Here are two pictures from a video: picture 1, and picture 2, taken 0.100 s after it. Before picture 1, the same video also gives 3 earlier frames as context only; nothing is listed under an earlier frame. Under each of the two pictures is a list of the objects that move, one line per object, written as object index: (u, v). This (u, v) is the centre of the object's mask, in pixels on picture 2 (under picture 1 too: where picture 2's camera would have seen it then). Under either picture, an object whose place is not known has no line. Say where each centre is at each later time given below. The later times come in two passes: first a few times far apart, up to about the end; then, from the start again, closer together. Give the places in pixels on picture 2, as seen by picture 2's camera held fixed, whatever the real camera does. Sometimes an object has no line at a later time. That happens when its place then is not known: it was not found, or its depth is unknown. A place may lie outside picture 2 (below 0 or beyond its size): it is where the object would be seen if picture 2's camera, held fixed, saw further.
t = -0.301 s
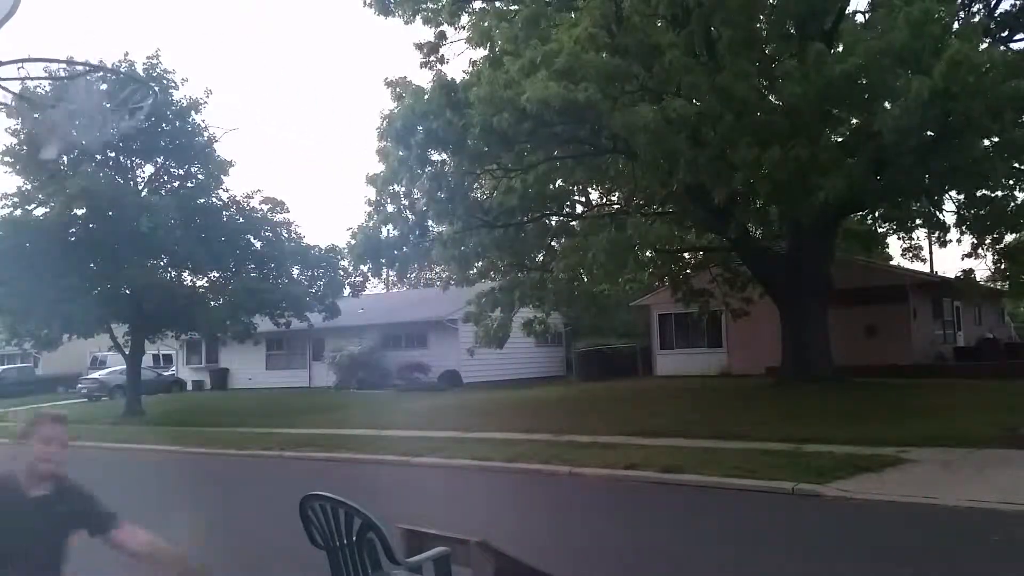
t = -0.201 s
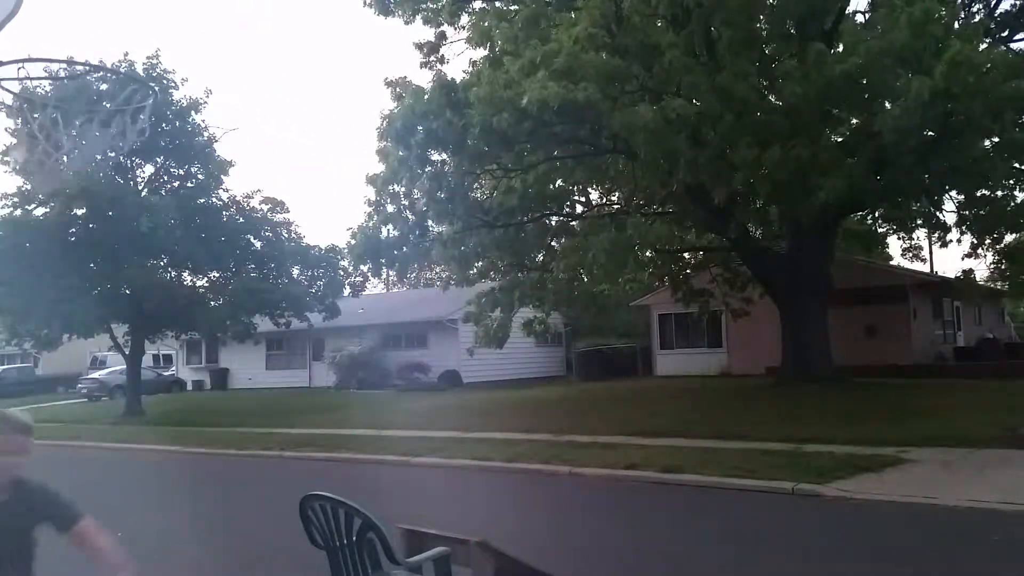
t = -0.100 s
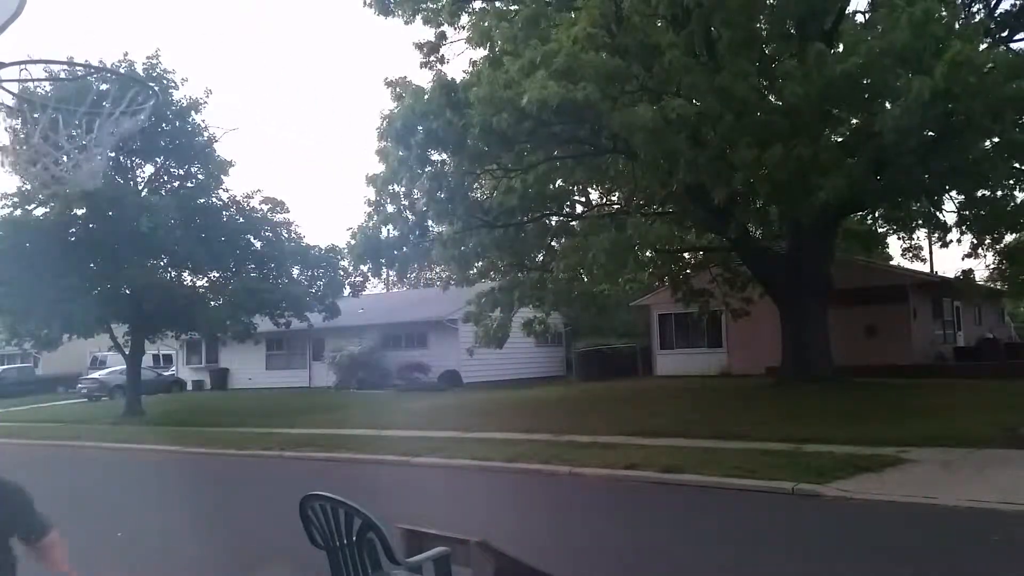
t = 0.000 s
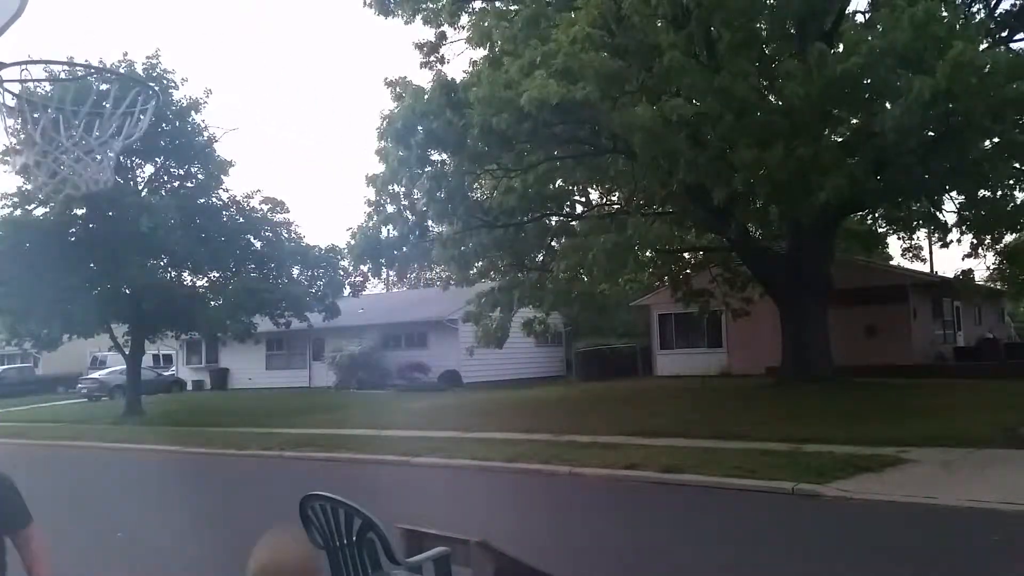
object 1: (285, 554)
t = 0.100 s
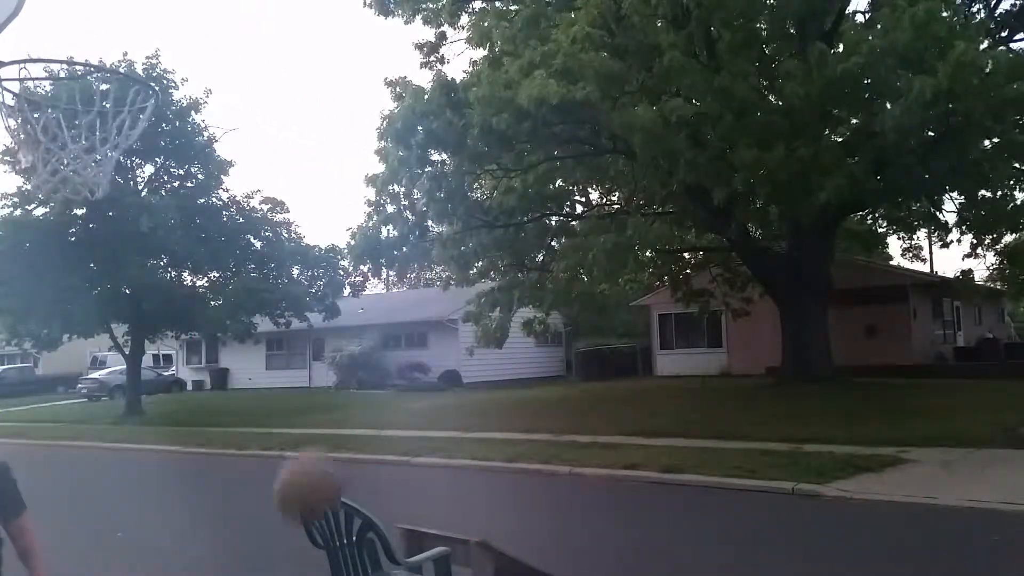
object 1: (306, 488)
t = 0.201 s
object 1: (335, 430)
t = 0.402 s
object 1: (381, 403)
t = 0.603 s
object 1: (423, 475)
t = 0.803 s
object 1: (483, 479)
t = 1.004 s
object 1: (559, 467)
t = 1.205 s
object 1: (635, 548)
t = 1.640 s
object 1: (772, 539)
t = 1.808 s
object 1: (818, 552)
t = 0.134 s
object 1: (319, 464)
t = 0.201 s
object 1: (335, 430)
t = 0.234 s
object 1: (343, 419)
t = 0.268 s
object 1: (350, 410)
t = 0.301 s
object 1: (359, 404)
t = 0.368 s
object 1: (374, 401)
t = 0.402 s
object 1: (381, 403)
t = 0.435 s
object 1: (388, 408)
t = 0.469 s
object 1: (396, 417)
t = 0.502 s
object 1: (403, 427)
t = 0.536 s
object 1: (410, 440)
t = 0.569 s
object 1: (417, 458)
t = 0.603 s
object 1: (423, 475)
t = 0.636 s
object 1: (431, 497)
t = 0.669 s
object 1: (436, 518)
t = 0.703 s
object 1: (447, 517)
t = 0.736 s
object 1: (457, 504)
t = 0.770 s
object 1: (470, 491)
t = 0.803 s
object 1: (483, 479)
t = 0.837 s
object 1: (496, 471)
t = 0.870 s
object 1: (508, 465)
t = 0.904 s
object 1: (521, 462)
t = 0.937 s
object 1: (533, 462)
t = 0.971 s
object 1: (546, 463)
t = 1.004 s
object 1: (559, 467)
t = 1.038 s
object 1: (571, 475)
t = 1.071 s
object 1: (583, 485)
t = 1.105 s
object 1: (597, 499)
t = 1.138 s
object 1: (610, 514)
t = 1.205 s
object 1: (635, 548)
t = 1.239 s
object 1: (647, 561)
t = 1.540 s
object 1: (745, 553)
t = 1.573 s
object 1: (754, 548)
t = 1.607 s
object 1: (763, 543)
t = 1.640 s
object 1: (772, 539)
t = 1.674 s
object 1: (781, 538)
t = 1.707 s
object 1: (790, 538)
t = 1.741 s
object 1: (800, 542)
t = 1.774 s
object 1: (809, 546)
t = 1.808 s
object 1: (818, 552)
